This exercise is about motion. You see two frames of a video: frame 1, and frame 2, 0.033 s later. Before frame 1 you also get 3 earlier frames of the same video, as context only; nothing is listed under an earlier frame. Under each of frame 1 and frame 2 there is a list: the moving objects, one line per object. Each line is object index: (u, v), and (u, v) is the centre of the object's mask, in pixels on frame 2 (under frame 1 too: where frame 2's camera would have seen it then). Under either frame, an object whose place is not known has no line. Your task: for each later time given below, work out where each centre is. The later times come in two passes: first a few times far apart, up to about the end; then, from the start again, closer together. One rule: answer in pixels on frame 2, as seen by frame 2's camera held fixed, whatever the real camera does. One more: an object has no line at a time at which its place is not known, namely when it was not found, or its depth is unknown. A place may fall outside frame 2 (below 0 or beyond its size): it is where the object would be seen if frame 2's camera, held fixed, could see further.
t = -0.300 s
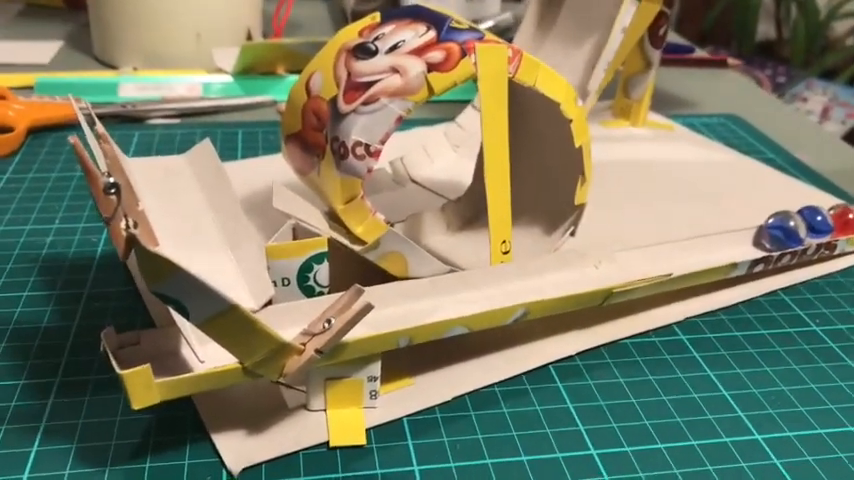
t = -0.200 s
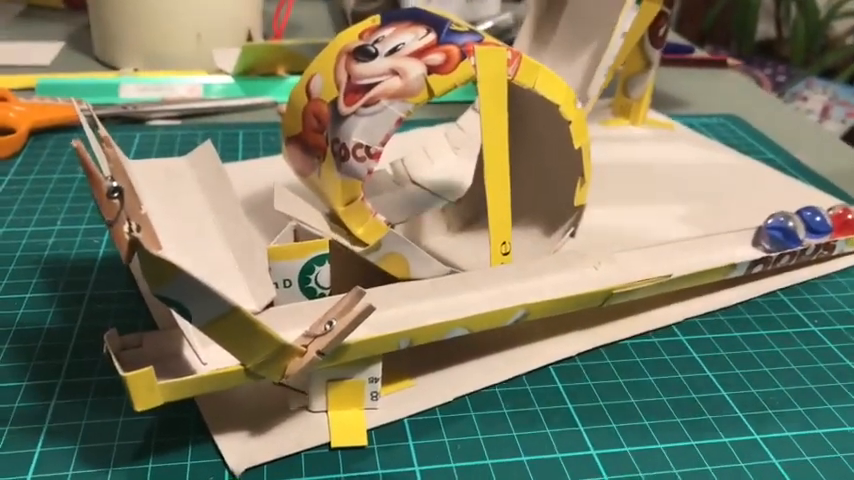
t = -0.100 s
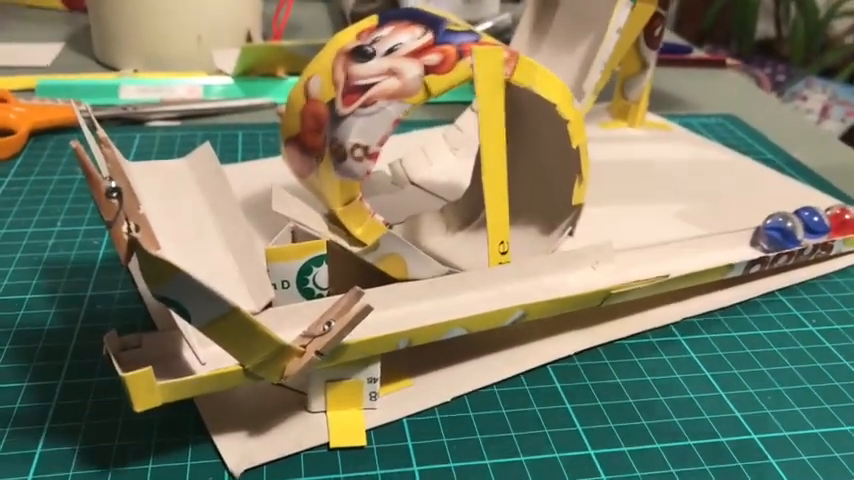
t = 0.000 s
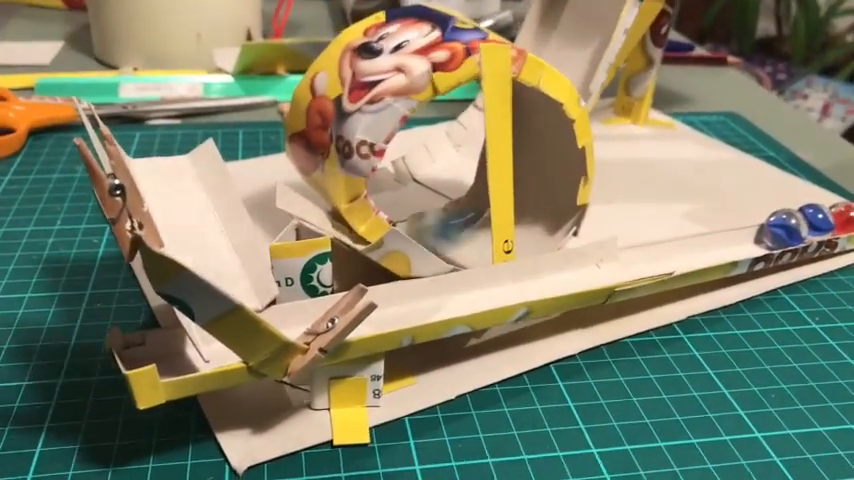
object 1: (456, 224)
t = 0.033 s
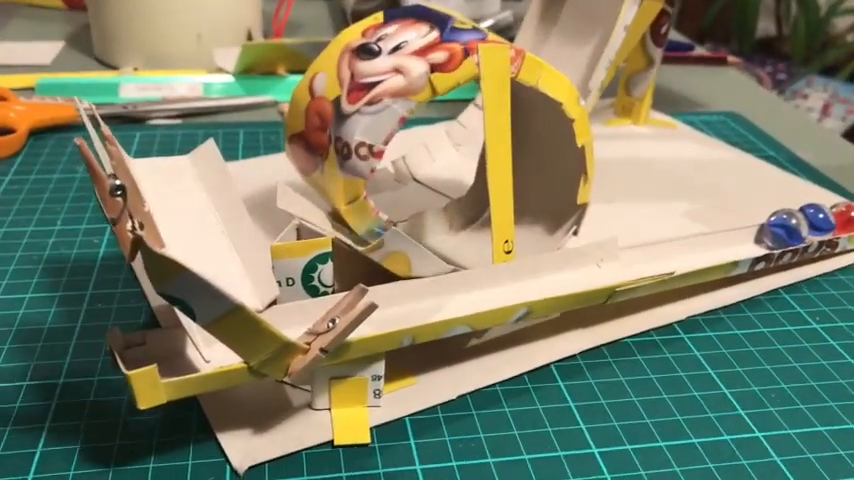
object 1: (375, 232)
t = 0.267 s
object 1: (269, 265)
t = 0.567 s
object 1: (278, 317)
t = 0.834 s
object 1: (381, 300)
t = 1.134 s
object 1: (602, 269)
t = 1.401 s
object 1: (745, 238)
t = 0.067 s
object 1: (329, 204)
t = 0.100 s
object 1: (274, 175)
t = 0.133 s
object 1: (218, 166)
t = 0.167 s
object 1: (161, 197)
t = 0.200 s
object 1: (177, 194)
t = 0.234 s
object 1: (222, 209)
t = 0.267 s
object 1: (269, 265)
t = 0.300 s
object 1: (293, 308)
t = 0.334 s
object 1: (283, 316)
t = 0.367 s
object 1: (276, 319)
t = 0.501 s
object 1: (276, 323)
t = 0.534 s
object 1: (275, 318)
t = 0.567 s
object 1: (278, 317)
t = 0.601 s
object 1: (283, 318)
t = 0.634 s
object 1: (288, 315)
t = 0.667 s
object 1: (298, 315)
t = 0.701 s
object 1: (304, 314)
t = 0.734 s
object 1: (313, 311)
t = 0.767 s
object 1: (324, 306)
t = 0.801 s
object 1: (333, 300)
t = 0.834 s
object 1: (381, 300)
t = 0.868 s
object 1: (392, 301)
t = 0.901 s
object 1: (413, 299)
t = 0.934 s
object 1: (437, 298)
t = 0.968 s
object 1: (459, 294)
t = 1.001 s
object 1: (484, 288)
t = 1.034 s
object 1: (521, 283)
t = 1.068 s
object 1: (544, 281)
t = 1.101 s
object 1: (572, 279)
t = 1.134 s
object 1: (602, 269)
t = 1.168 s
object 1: (631, 263)
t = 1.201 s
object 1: (654, 259)
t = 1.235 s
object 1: (681, 253)
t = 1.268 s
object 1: (704, 249)
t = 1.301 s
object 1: (728, 241)
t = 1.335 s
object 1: (750, 235)
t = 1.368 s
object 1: (746, 237)
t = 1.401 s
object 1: (745, 238)
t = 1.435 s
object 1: (746, 238)
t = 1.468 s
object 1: (750, 238)
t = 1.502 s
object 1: (753, 237)
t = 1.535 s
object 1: (753, 236)
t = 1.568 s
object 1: (752, 236)
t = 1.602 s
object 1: (752, 236)
